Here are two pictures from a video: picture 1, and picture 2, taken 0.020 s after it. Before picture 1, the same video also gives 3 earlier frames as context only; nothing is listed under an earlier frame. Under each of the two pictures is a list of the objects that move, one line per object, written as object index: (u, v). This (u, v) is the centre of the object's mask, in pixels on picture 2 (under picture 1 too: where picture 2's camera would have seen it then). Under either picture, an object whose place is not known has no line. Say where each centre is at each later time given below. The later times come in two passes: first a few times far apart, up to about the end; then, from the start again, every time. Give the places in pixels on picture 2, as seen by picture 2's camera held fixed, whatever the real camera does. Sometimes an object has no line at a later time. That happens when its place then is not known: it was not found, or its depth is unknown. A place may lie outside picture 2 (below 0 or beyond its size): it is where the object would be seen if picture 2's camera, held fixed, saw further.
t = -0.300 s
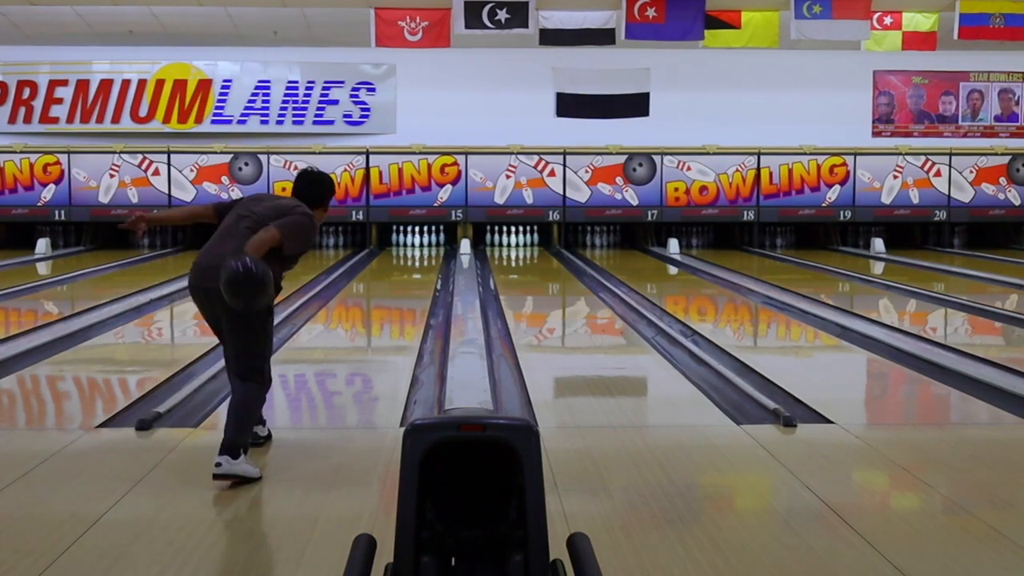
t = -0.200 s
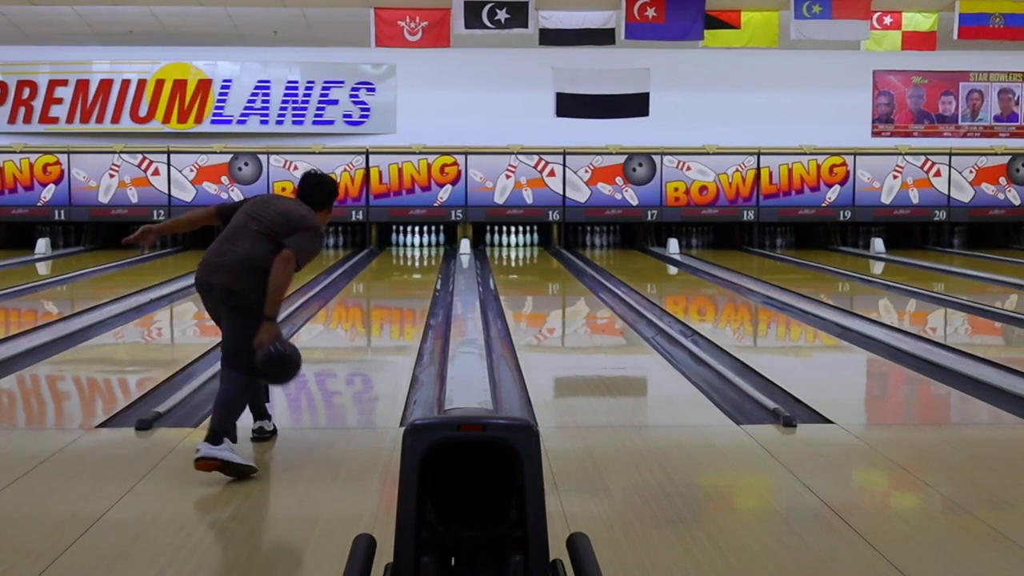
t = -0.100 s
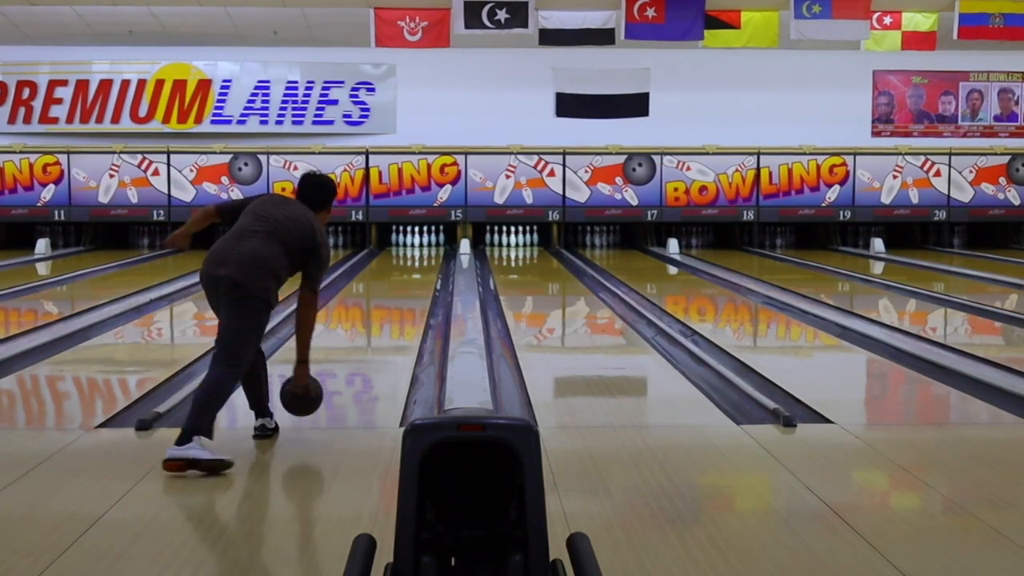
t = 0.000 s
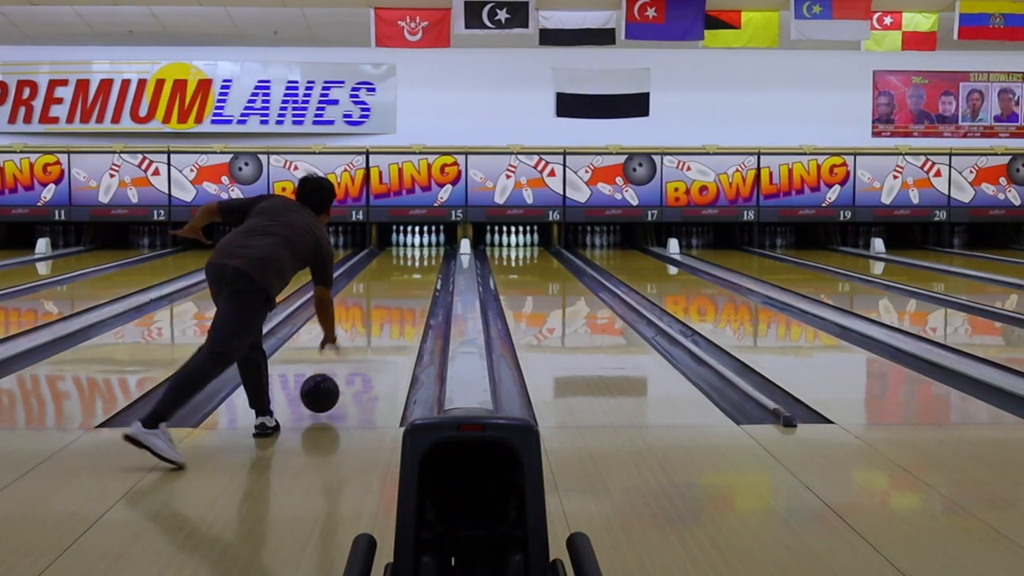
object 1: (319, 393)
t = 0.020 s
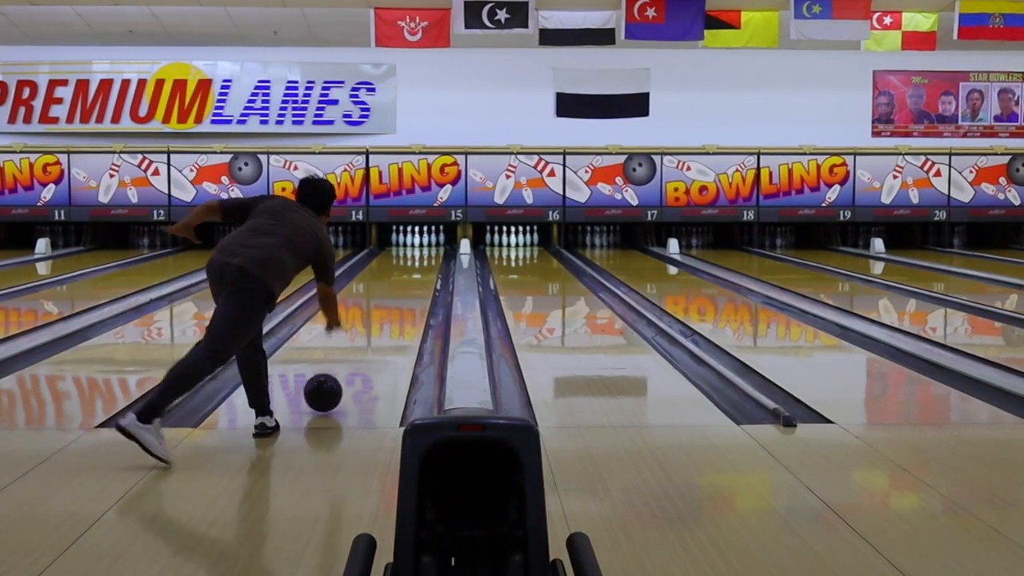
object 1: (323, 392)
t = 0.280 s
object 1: (358, 355)
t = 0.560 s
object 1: (384, 326)
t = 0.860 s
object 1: (402, 304)
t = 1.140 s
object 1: (415, 290)
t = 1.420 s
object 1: (422, 277)
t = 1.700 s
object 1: (427, 267)
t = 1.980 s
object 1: (430, 260)
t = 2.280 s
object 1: (429, 253)
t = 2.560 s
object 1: (425, 248)
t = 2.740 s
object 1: (423, 245)
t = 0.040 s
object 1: (326, 390)
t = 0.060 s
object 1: (329, 386)
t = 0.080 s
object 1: (332, 383)
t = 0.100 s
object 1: (335, 380)
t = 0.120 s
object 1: (338, 377)
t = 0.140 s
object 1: (341, 374)
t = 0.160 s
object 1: (344, 371)
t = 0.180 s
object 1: (346, 368)
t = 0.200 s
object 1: (349, 365)
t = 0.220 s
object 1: (351, 362)
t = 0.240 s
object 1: (353, 360)
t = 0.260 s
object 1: (356, 357)
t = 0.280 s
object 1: (358, 355)
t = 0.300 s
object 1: (360, 352)
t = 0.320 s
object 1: (362, 350)
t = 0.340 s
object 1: (364, 348)
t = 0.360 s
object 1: (366, 345)
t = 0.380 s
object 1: (368, 343)
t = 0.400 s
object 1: (370, 341)
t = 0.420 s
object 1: (372, 339)
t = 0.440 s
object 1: (374, 337)
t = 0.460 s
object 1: (375, 335)
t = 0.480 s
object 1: (377, 333)
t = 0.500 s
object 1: (379, 331)
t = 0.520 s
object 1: (380, 329)
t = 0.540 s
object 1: (382, 327)
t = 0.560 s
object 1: (384, 326)
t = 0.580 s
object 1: (385, 324)
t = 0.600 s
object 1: (386, 322)
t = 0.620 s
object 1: (388, 321)
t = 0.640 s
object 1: (389, 319)
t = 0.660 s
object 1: (390, 318)
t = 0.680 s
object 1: (392, 316)
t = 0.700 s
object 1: (393, 315)
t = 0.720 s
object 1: (394, 313)
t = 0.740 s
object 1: (396, 312)
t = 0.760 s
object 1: (397, 311)
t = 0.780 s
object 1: (398, 309)
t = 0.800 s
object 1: (399, 308)
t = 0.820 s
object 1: (400, 307)
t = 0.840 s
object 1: (401, 306)
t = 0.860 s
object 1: (402, 304)
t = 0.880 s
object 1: (403, 303)
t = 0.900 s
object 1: (404, 302)
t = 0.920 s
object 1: (405, 301)
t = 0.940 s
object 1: (406, 299)
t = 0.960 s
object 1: (407, 298)
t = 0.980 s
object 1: (408, 297)
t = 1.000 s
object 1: (409, 296)
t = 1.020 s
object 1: (409, 295)
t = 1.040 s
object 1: (410, 294)
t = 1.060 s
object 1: (411, 293)
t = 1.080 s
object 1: (412, 292)
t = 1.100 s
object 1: (413, 292)
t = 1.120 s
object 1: (413, 292)
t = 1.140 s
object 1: (415, 290)
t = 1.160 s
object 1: (418, 288)
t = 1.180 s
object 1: (418, 287)
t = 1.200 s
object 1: (417, 285)
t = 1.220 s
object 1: (417, 285)
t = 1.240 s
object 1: (418, 284)
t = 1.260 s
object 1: (418, 283)
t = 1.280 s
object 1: (418, 282)
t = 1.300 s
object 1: (419, 281)
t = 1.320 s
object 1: (420, 281)
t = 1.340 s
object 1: (421, 280)
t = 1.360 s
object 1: (421, 279)
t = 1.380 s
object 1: (421, 278)
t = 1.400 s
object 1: (422, 278)
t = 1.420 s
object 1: (422, 277)
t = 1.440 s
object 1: (423, 276)
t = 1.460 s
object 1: (423, 275)
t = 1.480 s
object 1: (424, 275)
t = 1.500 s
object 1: (424, 274)
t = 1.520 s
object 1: (424, 274)
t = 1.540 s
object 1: (425, 273)
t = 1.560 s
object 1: (425, 272)
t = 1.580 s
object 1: (426, 271)
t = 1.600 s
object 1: (426, 270)
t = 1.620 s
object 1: (426, 270)
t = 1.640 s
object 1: (427, 269)
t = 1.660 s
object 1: (427, 269)
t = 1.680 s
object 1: (427, 268)
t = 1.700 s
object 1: (427, 267)
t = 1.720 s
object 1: (428, 266)
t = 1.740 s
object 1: (428, 266)
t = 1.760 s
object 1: (428, 266)
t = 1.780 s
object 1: (428, 265)
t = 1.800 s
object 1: (429, 264)
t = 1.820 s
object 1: (429, 264)
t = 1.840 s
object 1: (429, 263)
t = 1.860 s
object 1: (430, 263)
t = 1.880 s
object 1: (430, 262)
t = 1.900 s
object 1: (430, 262)
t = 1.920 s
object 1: (430, 261)
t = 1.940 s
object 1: (430, 261)
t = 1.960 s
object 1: (430, 260)
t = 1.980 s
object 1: (430, 260)
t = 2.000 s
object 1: (430, 259)
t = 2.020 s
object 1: (430, 259)
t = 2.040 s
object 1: (430, 258)
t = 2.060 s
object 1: (430, 258)
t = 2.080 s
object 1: (430, 257)
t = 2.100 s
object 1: (430, 257)
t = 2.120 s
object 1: (430, 256)
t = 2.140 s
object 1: (430, 256)
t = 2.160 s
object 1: (430, 256)
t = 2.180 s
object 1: (430, 255)
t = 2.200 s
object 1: (430, 255)
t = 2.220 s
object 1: (430, 254)
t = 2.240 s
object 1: (429, 254)
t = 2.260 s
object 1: (430, 254)
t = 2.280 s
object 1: (429, 253)
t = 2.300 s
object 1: (430, 253)
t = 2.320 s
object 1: (429, 253)
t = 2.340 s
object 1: (429, 252)
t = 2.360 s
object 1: (429, 252)
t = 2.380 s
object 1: (428, 252)
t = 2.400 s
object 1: (428, 251)
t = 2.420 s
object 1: (427, 251)
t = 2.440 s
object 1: (427, 250)
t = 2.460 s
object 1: (427, 250)
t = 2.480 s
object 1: (427, 250)
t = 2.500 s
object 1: (426, 249)
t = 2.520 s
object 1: (426, 249)
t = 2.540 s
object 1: (425, 248)
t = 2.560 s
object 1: (425, 248)
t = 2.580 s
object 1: (425, 247)
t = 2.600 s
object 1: (425, 247)
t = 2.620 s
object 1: (425, 247)
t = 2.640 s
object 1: (424, 247)
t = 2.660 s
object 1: (424, 246)
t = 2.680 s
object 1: (424, 246)
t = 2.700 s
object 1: (424, 246)
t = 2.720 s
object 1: (423, 245)
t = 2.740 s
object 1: (423, 245)
